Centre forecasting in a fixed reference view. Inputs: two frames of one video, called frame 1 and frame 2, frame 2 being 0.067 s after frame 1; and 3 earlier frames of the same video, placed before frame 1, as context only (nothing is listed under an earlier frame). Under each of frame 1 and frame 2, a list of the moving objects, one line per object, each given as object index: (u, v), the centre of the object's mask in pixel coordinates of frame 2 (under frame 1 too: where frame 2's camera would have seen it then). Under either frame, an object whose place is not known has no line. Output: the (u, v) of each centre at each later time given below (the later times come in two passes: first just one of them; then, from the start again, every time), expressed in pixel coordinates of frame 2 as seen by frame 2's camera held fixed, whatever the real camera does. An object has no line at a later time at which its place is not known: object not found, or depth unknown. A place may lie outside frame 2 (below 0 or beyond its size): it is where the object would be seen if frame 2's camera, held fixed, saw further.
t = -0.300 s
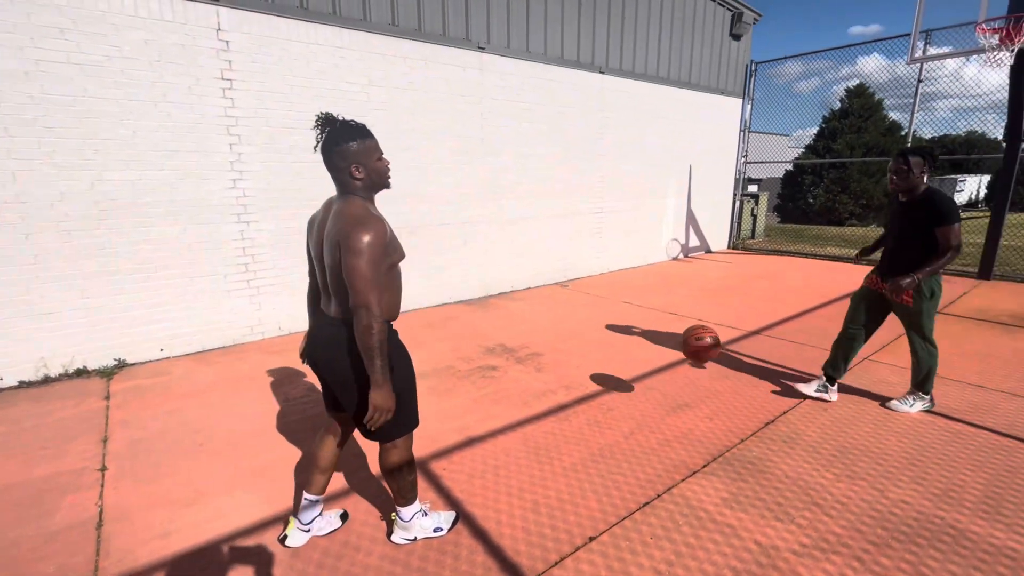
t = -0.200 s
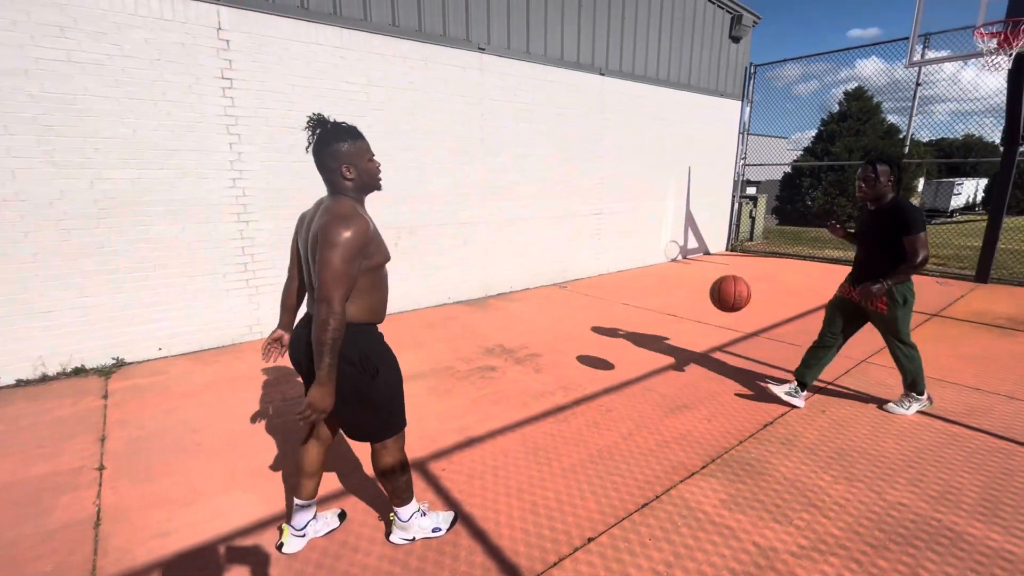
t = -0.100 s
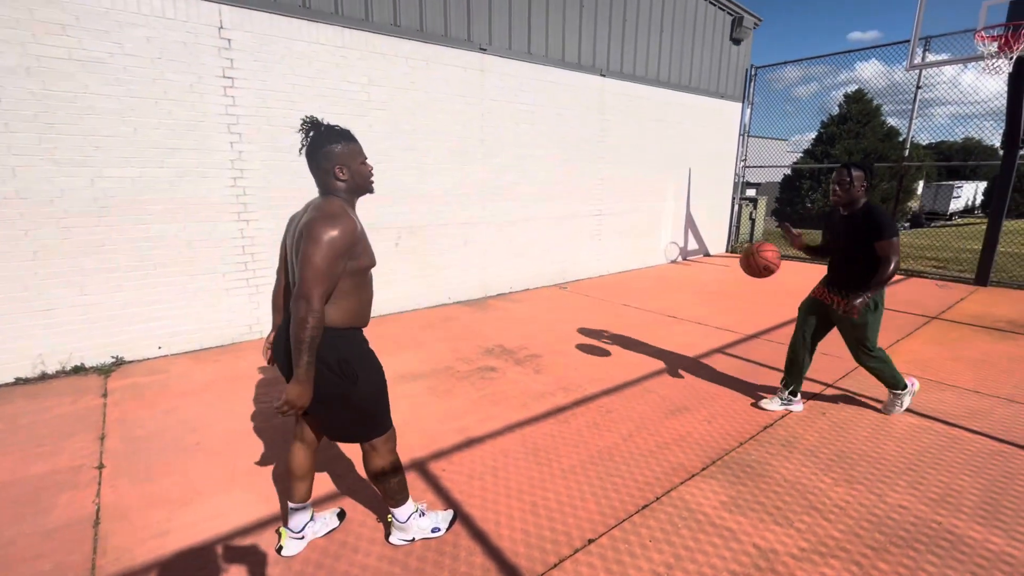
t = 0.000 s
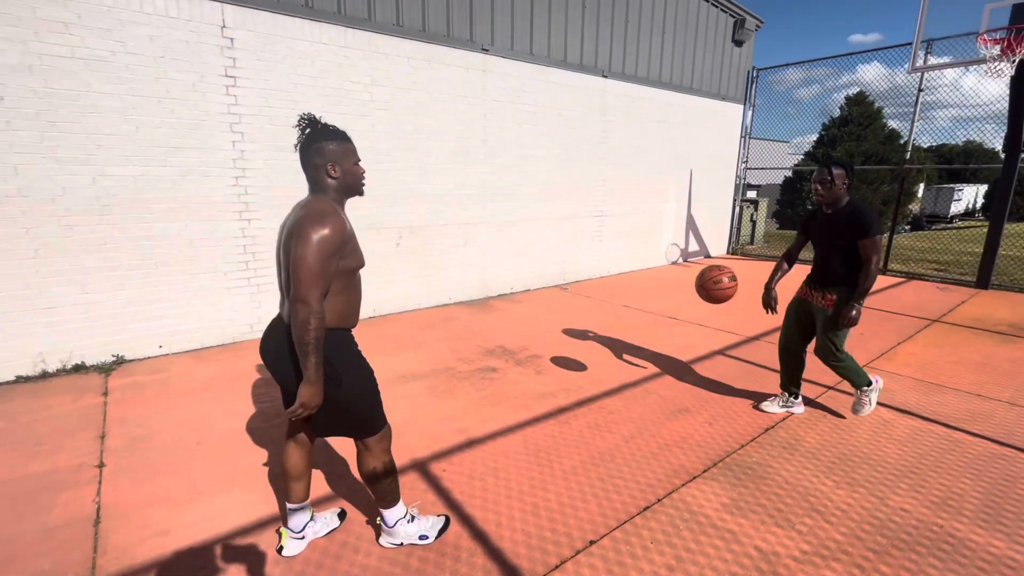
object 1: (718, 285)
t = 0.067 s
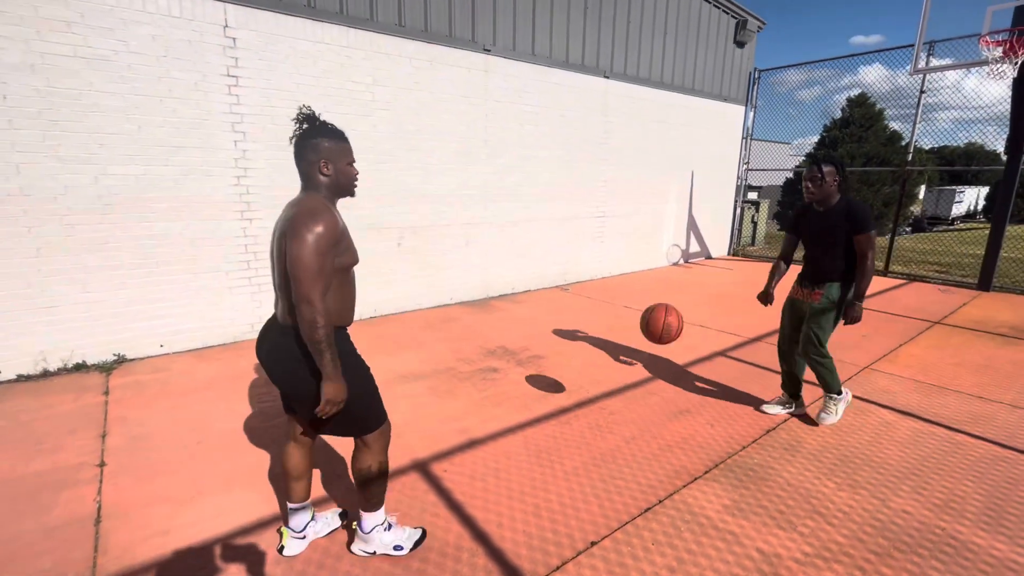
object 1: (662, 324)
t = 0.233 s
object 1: (491, 471)
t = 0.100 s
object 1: (631, 346)
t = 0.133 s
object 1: (599, 373)
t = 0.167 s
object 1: (564, 403)
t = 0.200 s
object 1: (528, 435)
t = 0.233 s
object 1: (491, 471)
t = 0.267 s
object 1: (478, 456)
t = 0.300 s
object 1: (463, 438)
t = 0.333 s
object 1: (449, 422)
